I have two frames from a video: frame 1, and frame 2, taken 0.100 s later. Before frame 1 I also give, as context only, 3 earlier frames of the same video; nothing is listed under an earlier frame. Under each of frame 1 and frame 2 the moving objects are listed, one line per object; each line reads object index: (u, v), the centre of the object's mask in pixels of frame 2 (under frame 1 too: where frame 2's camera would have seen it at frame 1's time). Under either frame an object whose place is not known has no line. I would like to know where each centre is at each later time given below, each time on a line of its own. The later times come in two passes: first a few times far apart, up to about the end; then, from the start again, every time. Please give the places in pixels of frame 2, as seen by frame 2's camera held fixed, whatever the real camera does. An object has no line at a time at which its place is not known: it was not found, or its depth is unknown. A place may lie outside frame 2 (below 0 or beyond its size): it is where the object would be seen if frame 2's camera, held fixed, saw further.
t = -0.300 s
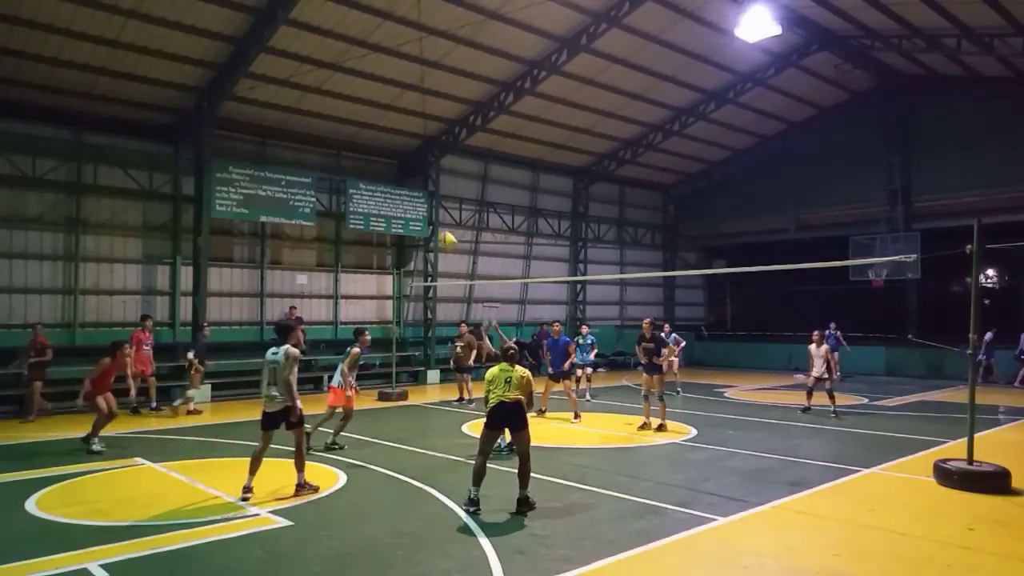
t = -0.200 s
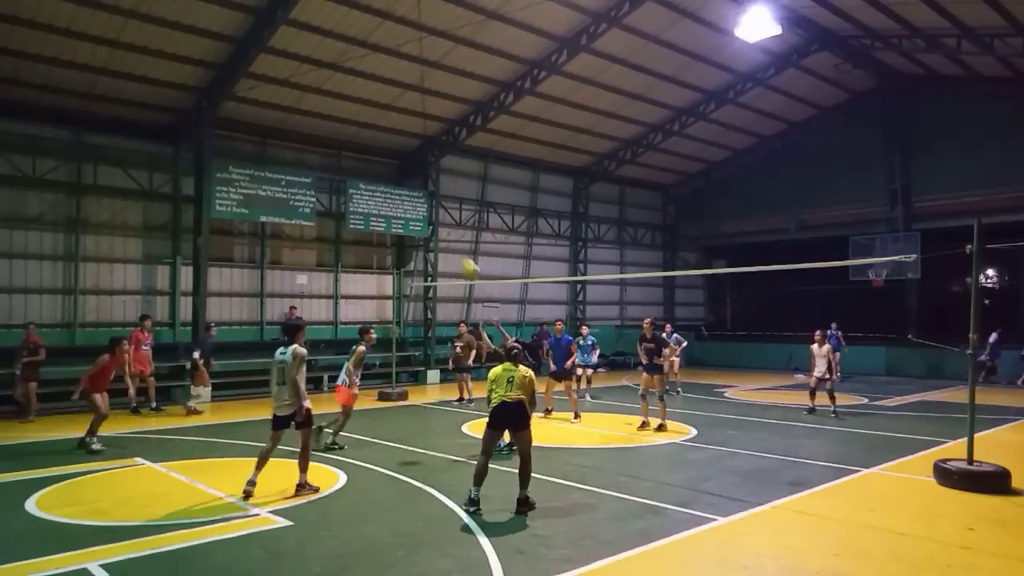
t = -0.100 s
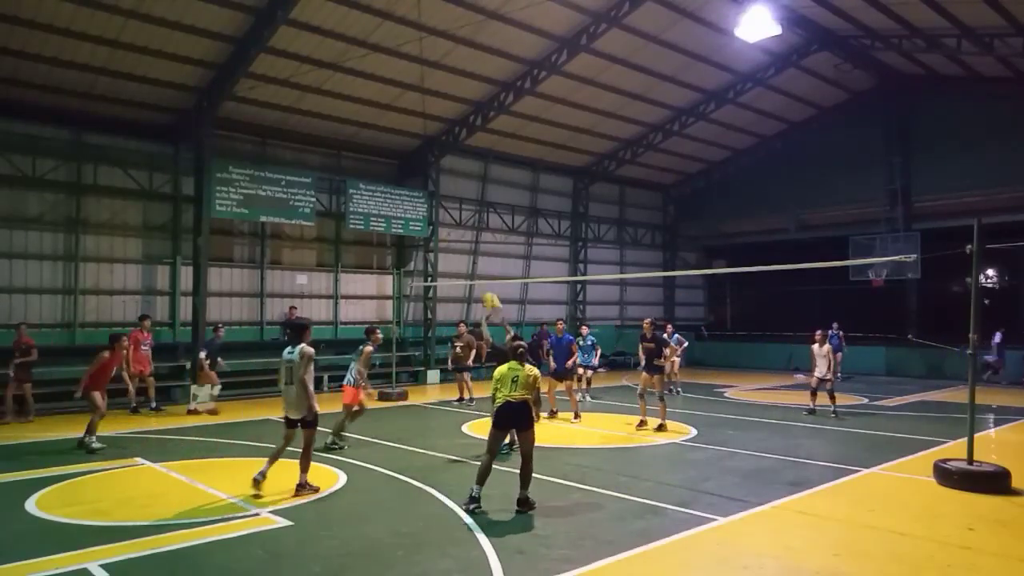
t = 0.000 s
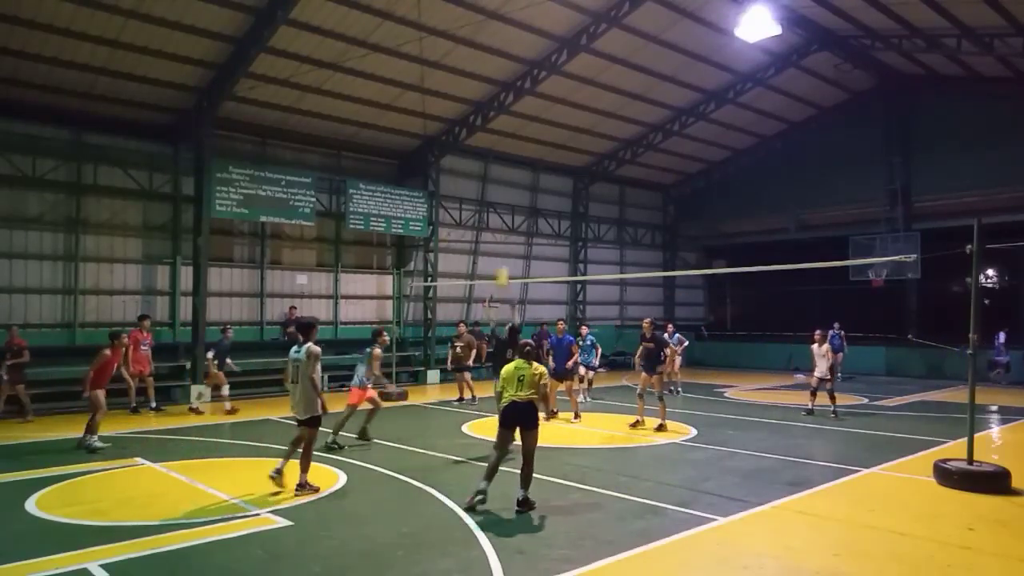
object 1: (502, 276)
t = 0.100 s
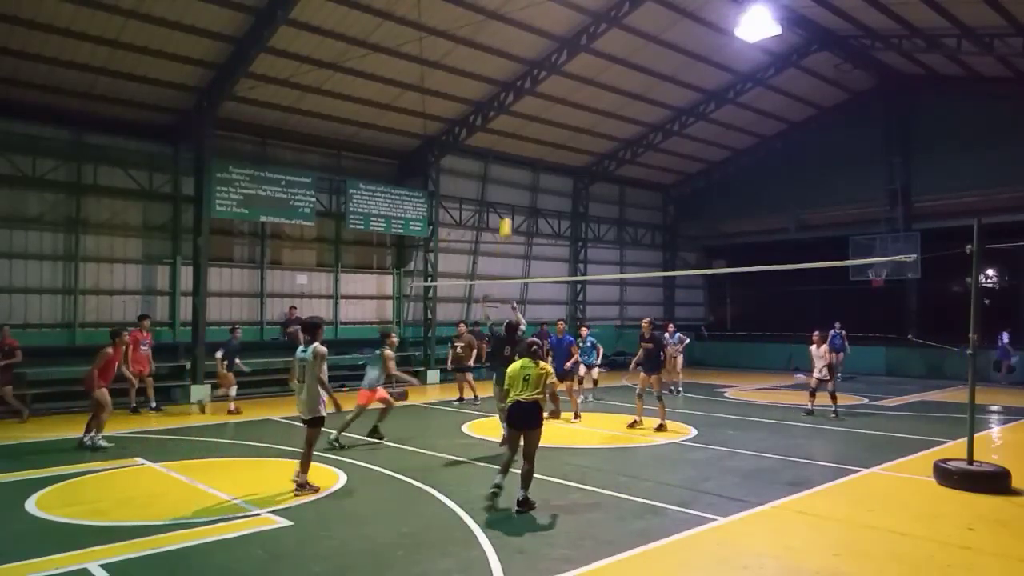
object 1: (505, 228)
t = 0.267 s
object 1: (509, 171)
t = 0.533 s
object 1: (516, 126)
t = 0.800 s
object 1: (521, 131)
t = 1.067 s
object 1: (526, 179)
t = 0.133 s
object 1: (506, 215)
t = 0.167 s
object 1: (507, 202)
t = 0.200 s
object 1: (509, 191)
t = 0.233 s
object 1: (509, 180)
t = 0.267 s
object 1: (509, 171)
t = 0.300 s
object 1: (510, 163)
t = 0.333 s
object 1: (511, 155)
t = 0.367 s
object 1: (512, 148)
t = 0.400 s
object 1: (513, 142)
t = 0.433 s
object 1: (514, 137)
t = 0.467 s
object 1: (515, 132)
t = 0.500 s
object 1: (516, 129)
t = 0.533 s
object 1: (516, 126)
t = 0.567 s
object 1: (517, 124)
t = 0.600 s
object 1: (518, 123)
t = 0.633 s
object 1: (518, 123)
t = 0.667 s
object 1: (519, 123)
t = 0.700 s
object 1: (519, 124)
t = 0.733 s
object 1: (520, 125)
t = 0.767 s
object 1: (521, 128)
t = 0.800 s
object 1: (521, 131)
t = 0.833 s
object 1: (522, 134)
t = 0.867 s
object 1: (523, 139)
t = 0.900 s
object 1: (524, 144)
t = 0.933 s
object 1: (524, 150)
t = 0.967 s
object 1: (525, 157)
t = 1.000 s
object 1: (525, 163)
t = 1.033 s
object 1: (525, 171)
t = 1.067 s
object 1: (526, 179)
